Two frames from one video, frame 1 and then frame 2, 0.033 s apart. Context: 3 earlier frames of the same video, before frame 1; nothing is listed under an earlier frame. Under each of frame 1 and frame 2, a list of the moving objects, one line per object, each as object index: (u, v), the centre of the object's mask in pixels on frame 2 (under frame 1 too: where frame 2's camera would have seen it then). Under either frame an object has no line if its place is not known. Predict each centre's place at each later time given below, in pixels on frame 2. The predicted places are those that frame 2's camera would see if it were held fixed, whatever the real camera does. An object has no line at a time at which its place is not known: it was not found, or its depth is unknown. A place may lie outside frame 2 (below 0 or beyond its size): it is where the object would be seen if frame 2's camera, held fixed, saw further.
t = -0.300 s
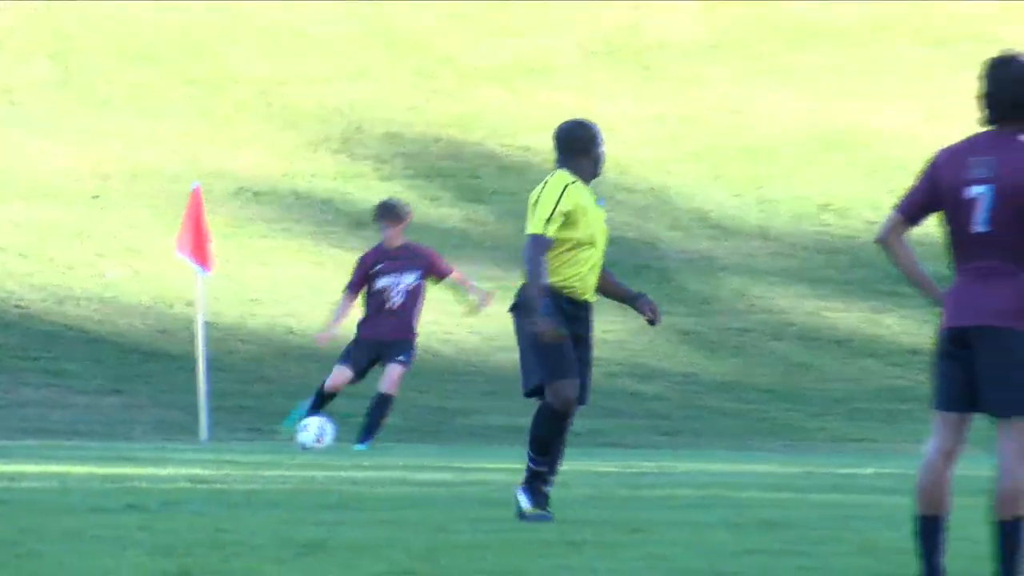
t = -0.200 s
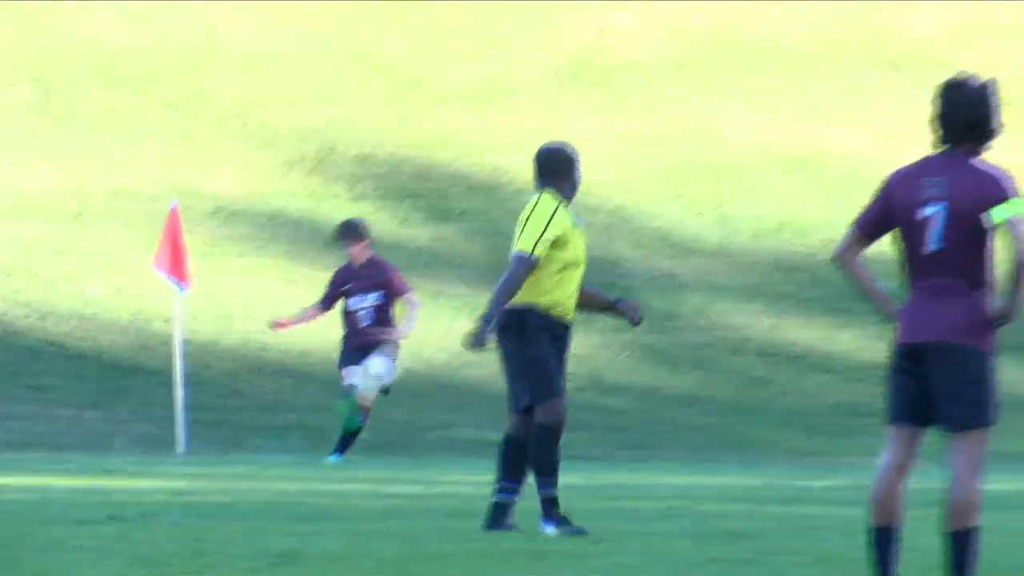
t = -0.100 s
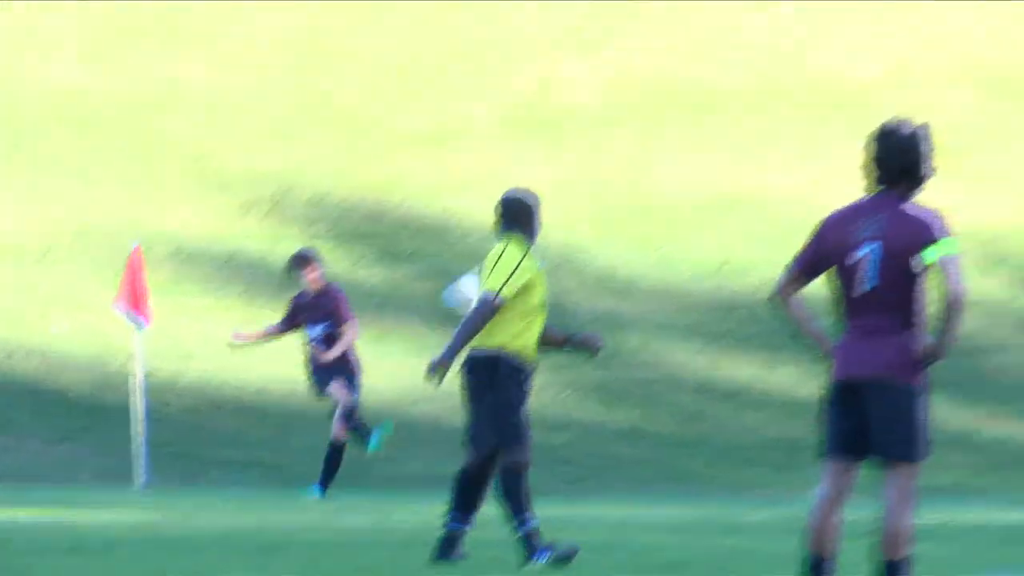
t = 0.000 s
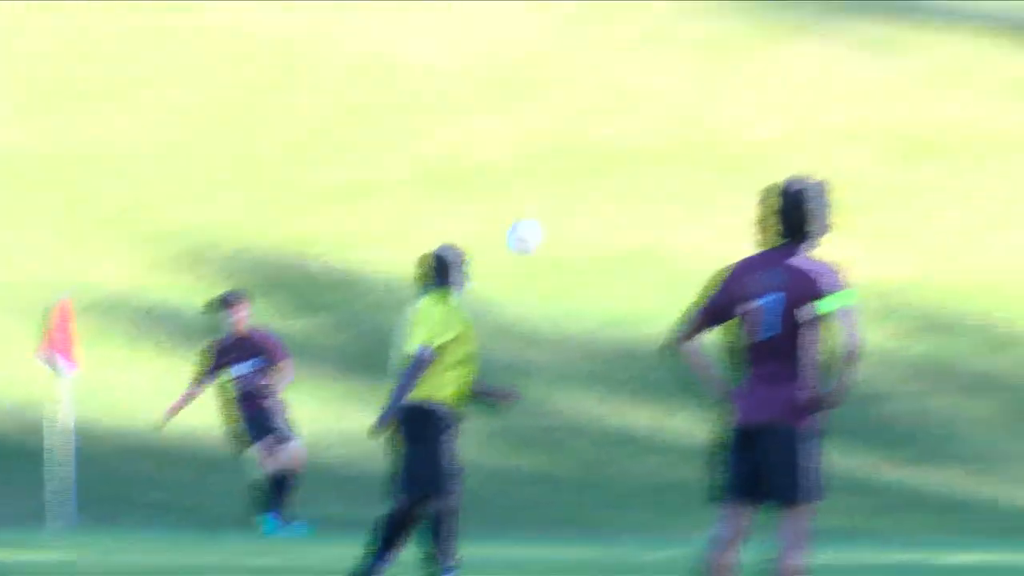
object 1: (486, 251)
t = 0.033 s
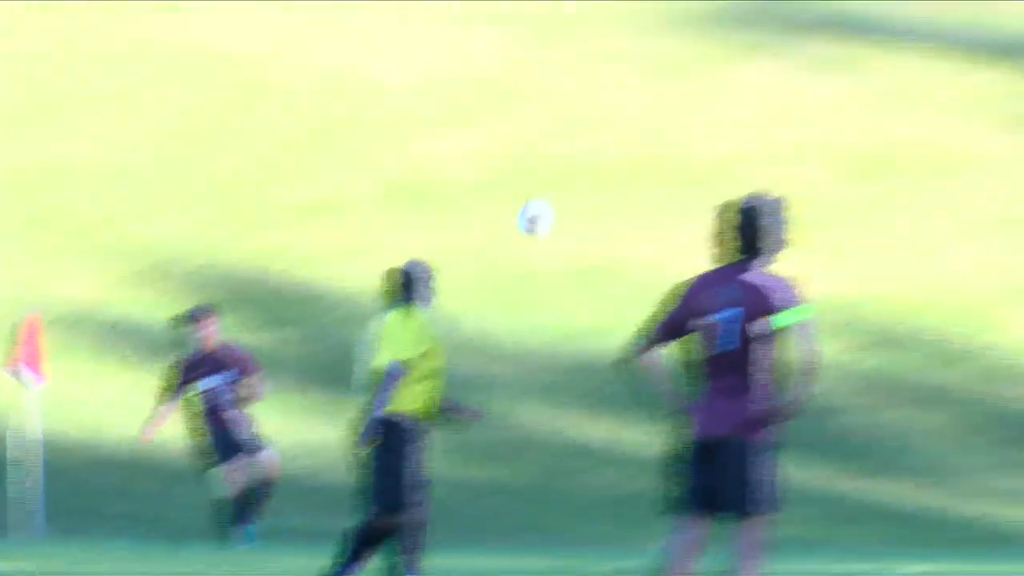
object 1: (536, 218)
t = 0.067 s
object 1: (584, 185)
